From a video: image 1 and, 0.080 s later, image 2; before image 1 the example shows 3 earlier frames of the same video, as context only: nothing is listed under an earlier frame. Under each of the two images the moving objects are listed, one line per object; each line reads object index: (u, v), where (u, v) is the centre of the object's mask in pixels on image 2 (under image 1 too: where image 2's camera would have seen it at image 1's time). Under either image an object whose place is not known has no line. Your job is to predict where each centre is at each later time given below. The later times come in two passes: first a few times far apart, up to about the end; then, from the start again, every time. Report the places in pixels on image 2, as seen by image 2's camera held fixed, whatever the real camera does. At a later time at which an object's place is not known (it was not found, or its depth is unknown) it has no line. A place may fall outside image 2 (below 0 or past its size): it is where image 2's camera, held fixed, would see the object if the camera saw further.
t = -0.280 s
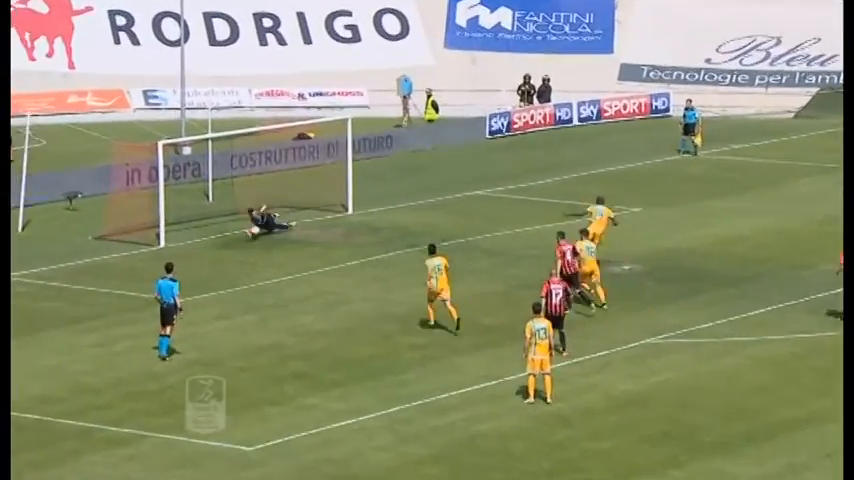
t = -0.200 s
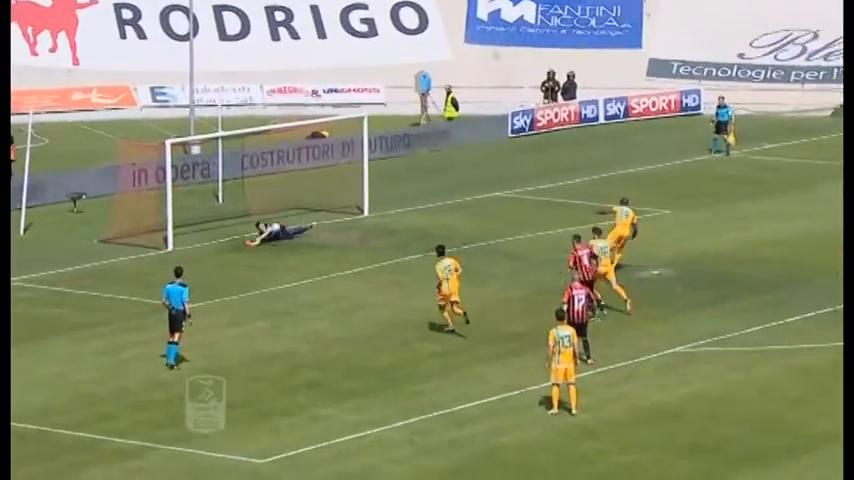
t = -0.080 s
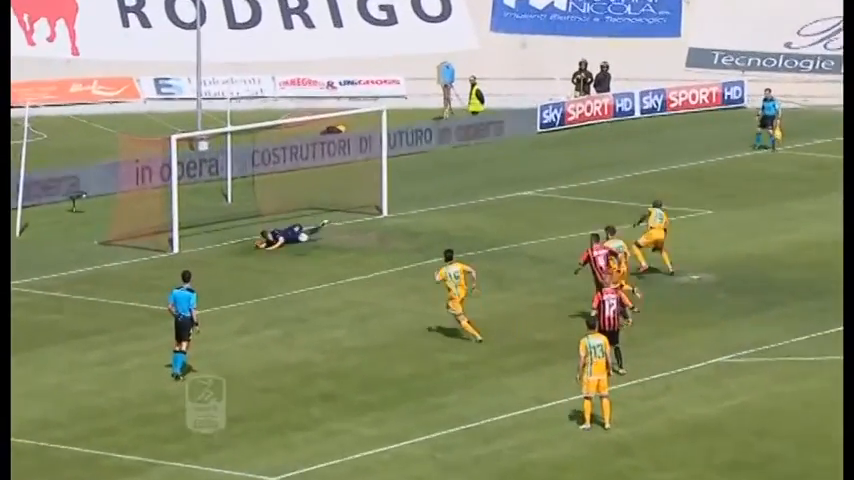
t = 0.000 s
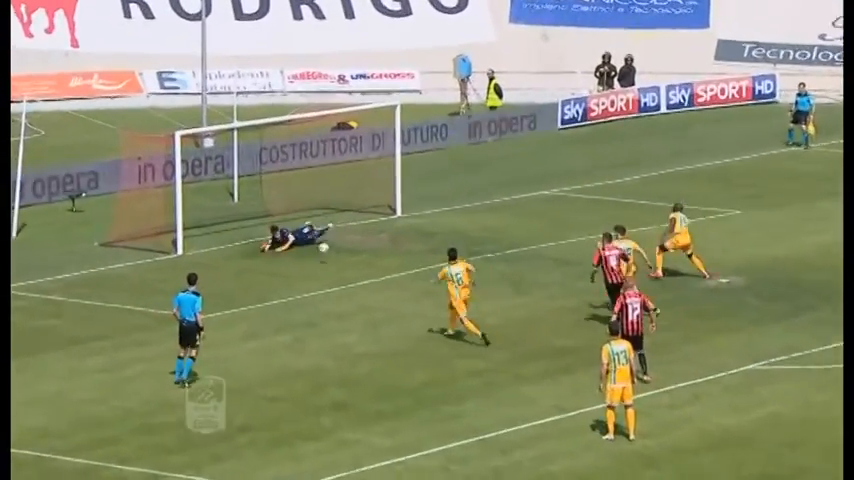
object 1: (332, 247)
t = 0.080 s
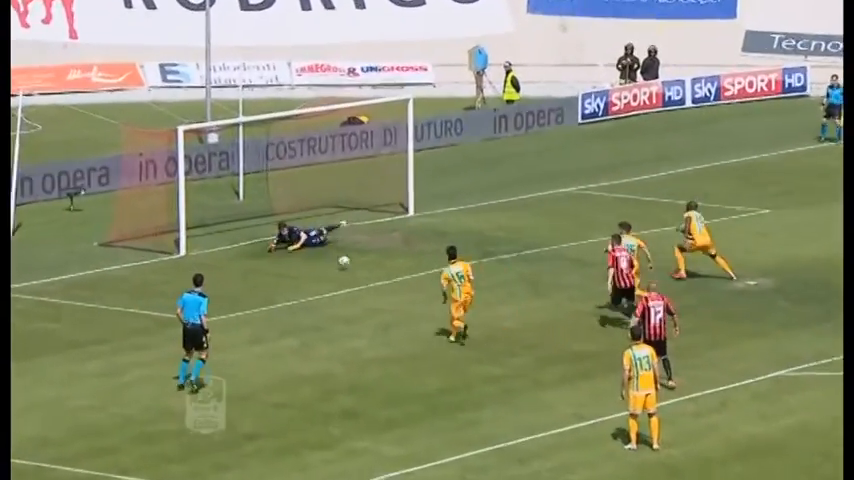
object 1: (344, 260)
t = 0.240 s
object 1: (352, 267)
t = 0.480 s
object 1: (354, 284)
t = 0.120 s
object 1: (349, 267)
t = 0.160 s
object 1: (351, 267)
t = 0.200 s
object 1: (352, 267)
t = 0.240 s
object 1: (352, 267)
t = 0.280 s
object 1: (353, 269)
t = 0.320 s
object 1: (354, 271)
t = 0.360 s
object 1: (355, 274)
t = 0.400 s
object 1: (355, 278)
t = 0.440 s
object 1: (356, 283)
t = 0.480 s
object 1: (354, 284)
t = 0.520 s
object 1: (352, 284)
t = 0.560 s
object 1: (349, 284)
